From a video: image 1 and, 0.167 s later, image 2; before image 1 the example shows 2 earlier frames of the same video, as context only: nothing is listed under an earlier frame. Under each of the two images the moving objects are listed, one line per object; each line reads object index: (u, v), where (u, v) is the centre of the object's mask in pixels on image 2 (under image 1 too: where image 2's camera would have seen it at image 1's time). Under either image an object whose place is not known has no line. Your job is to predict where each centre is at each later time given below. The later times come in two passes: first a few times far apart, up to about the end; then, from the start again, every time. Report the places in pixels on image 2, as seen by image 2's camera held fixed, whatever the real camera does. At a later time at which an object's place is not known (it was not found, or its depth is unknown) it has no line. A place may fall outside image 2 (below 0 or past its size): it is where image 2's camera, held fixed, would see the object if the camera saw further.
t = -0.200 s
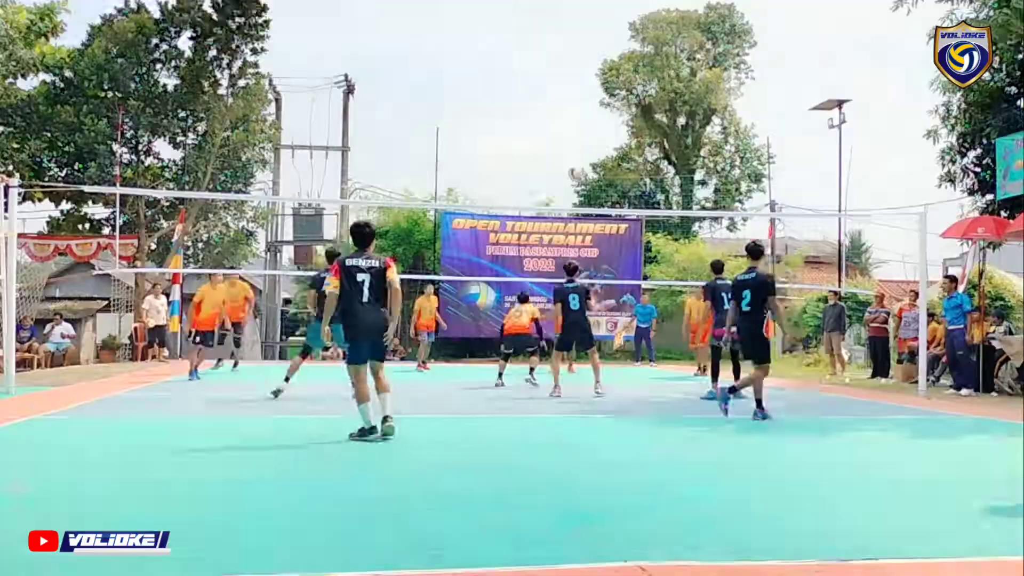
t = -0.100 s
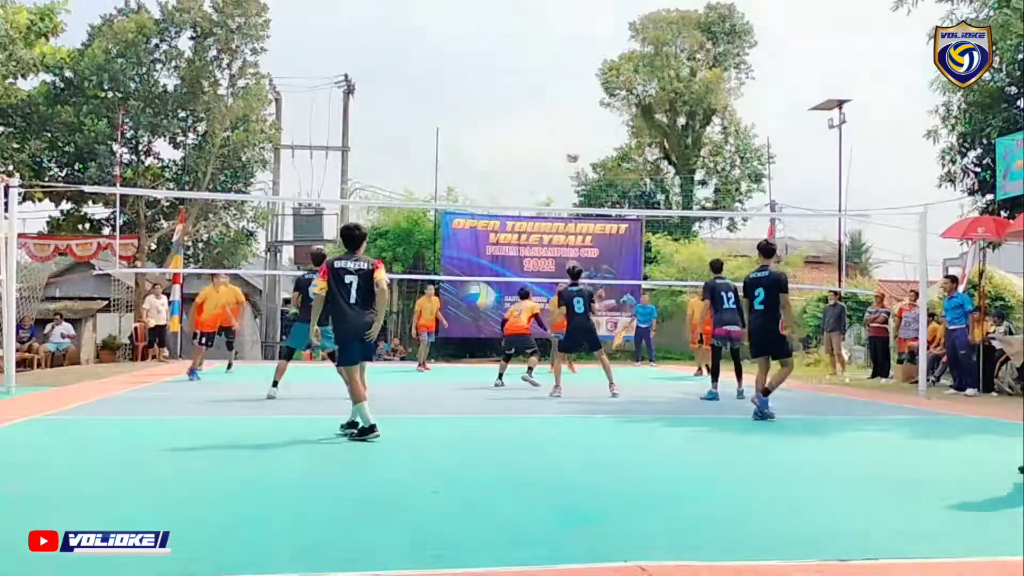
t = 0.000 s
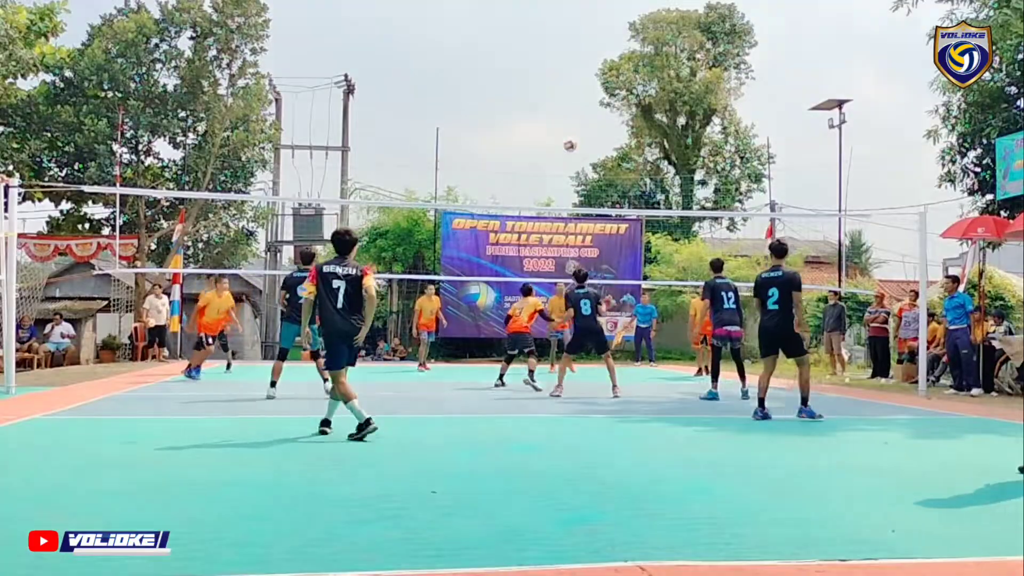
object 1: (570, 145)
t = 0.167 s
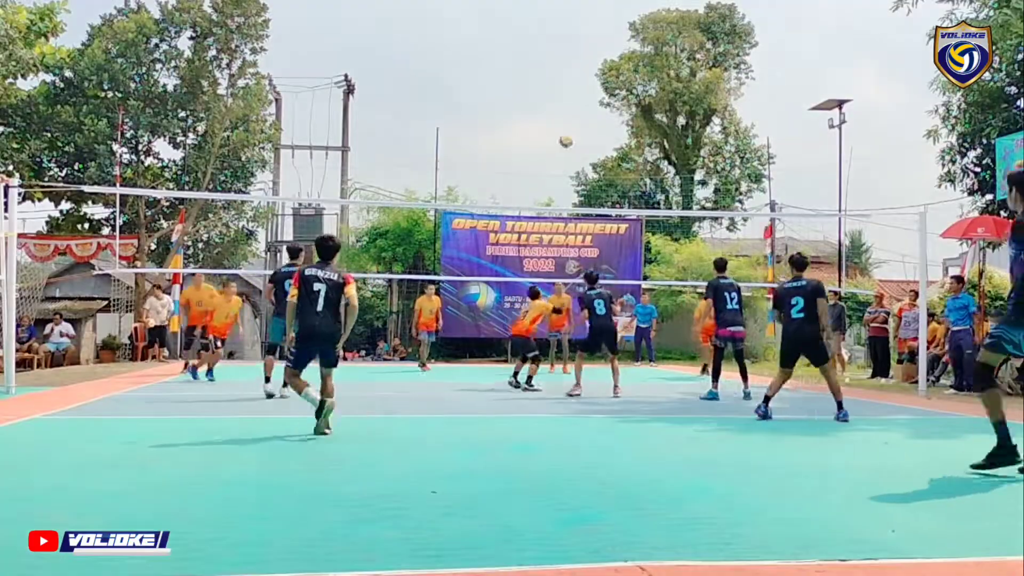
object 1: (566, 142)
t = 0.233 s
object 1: (564, 144)
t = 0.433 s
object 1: (557, 171)
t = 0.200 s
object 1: (565, 143)
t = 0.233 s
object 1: (564, 144)
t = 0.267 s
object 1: (562, 146)
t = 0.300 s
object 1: (562, 150)
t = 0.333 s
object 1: (561, 154)
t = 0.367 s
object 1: (559, 159)
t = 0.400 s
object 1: (558, 165)
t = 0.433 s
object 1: (557, 171)
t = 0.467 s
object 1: (555, 179)
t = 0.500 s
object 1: (555, 186)
